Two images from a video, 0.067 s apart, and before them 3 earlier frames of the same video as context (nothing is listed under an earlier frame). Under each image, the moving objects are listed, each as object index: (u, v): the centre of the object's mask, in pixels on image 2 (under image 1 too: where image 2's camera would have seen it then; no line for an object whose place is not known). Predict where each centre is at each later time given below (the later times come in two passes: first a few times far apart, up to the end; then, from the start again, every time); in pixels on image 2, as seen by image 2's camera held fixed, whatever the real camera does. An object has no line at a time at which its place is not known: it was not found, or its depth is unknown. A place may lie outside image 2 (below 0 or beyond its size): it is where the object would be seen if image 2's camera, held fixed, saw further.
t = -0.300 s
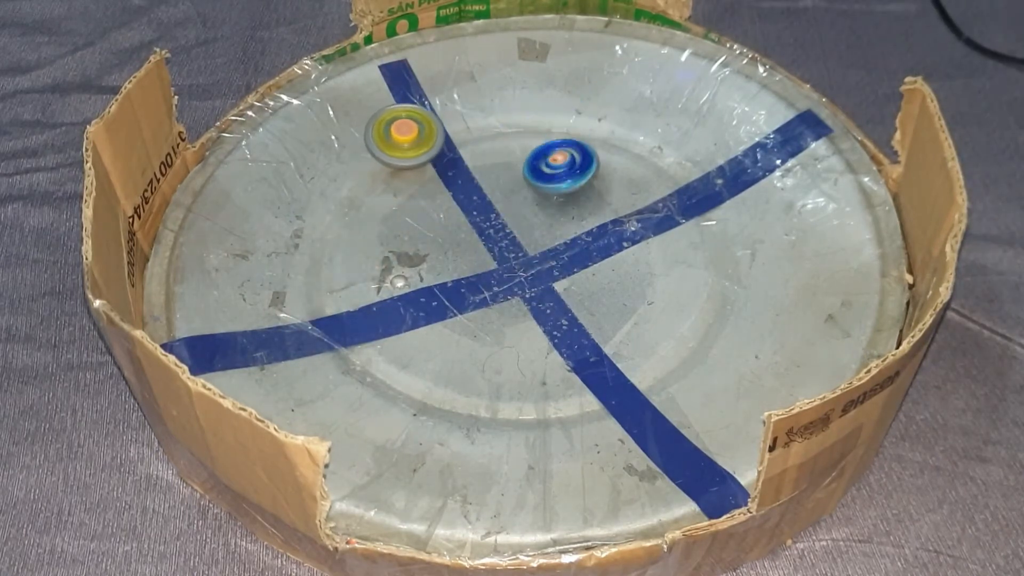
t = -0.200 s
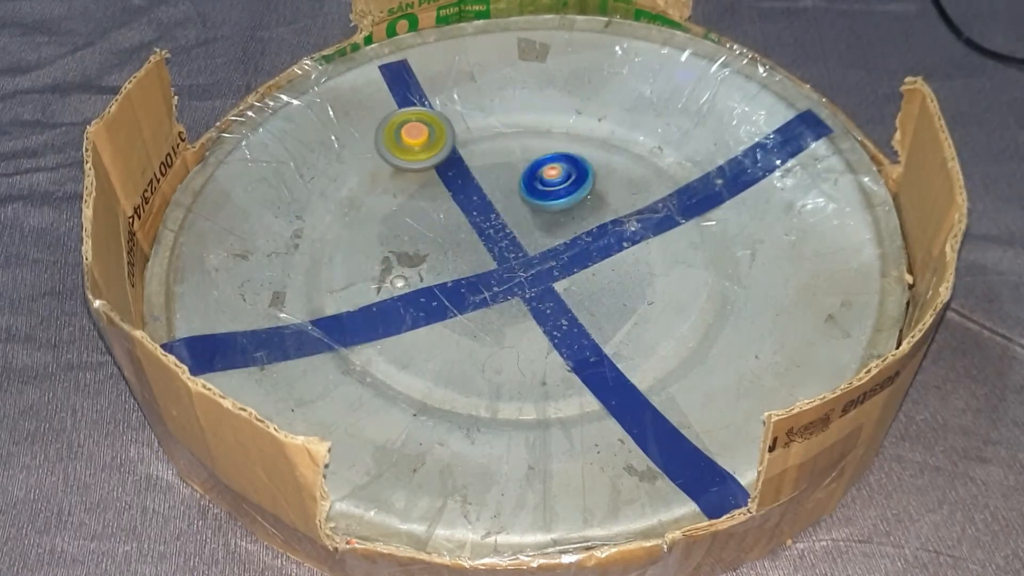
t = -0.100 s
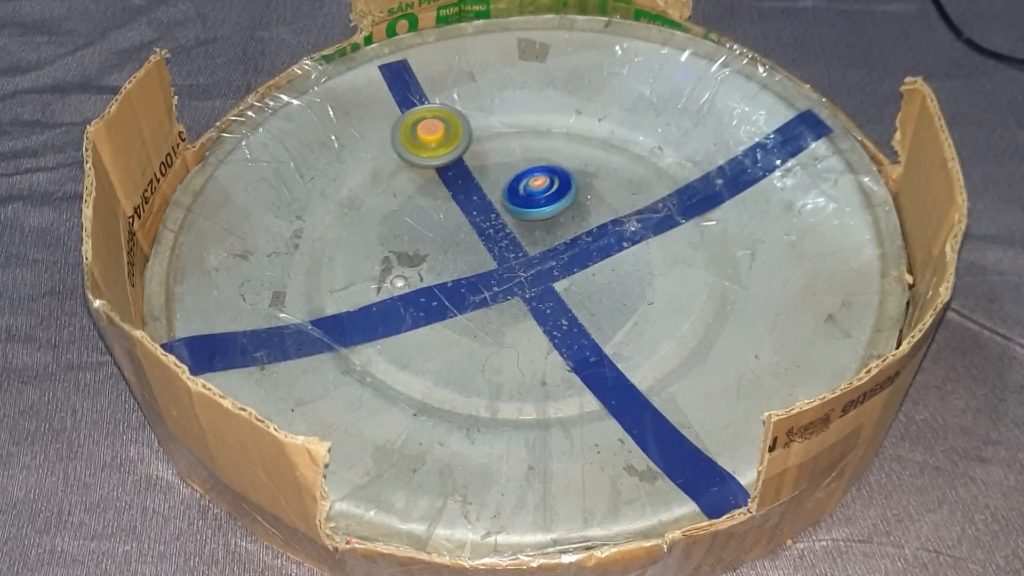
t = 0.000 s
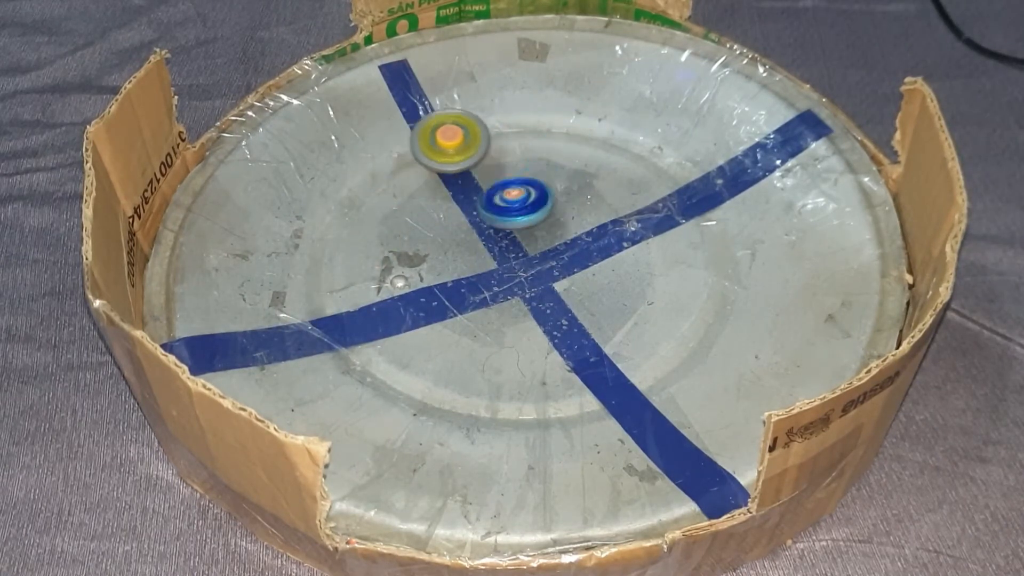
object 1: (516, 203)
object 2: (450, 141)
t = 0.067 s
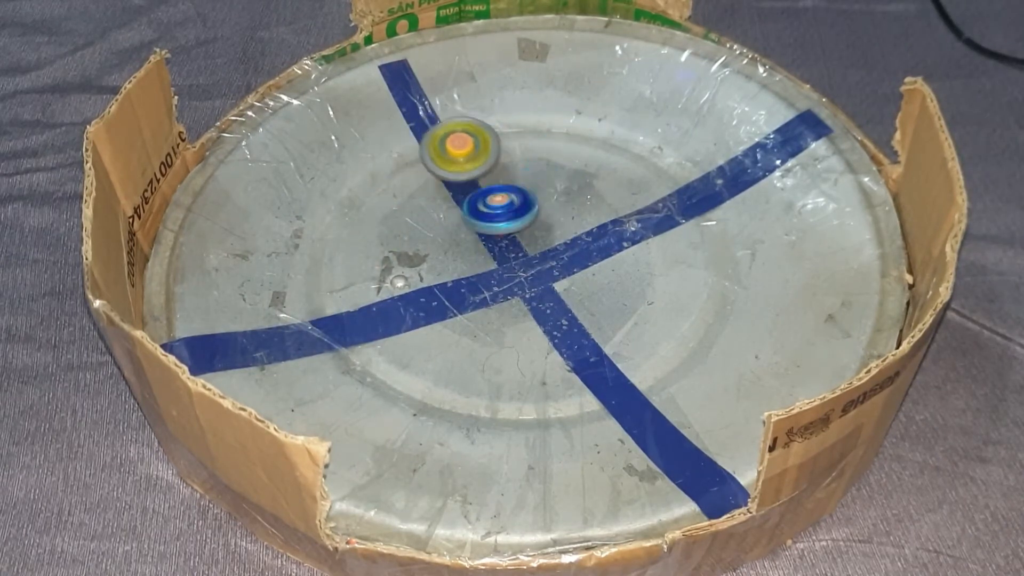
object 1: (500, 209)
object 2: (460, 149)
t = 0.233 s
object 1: (459, 218)
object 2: (496, 157)
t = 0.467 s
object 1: (411, 203)
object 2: (542, 157)
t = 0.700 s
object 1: (383, 171)
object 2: (573, 148)
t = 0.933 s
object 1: (383, 144)
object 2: (557, 149)
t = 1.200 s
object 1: (427, 142)
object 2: (551, 157)
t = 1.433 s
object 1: (465, 164)
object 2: (549, 157)
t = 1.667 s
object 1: (456, 189)
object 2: (550, 141)
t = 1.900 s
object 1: (431, 209)
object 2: (506, 141)
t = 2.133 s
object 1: (433, 205)
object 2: (474, 152)
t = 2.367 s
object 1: (422, 190)
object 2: (482, 137)
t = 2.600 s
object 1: (404, 180)
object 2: (492, 126)
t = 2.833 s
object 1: (407, 179)
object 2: (491, 132)
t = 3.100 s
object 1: (436, 187)
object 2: (522, 156)
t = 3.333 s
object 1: (445, 202)
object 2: (538, 161)
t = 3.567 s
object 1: (443, 209)
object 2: (529, 173)
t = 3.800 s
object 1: (446, 203)
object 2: (507, 180)
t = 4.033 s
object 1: (430, 180)
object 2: (534, 179)
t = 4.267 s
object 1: (410, 192)
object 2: (538, 169)
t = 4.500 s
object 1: (425, 201)
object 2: (523, 159)
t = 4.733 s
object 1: (446, 190)
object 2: (498, 153)
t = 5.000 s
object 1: (429, 180)
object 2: (493, 137)
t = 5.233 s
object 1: (440, 183)
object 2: (479, 139)
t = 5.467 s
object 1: (440, 183)
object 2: (491, 145)
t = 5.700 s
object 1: (442, 185)
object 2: (520, 149)
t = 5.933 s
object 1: (446, 190)
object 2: (541, 150)
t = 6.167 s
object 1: (445, 196)
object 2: (537, 152)
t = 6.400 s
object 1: (446, 193)
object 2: (520, 152)
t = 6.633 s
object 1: (445, 190)
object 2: (493, 154)
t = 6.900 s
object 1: (435, 182)
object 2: (491, 144)
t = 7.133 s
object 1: (434, 182)
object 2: (488, 146)
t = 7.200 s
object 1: (433, 182)
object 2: (488, 148)
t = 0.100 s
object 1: (490, 212)
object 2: (466, 153)
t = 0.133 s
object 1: (482, 214)
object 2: (474, 155)
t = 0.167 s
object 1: (474, 216)
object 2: (482, 156)
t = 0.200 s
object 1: (464, 217)
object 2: (490, 157)
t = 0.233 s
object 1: (459, 218)
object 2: (496, 157)
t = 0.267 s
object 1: (451, 218)
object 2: (503, 157)
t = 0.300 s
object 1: (444, 217)
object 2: (510, 158)
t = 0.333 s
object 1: (435, 216)
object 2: (516, 159)
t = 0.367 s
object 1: (429, 214)
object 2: (523, 159)
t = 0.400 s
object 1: (421, 211)
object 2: (529, 158)
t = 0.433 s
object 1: (415, 207)
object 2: (536, 157)
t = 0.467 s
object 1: (411, 203)
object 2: (542, 157)
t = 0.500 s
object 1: (405, 198)
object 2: (545, 154)
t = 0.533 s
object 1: (401, 194)
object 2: (548, 154)
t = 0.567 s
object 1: (396, 190)
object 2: (554, 155)
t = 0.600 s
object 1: (392, 184)
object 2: (560, 154)
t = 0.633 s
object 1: (388, 181)
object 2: (565, 152)
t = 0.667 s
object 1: (384, 175)
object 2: (569, 150)
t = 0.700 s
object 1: (383, 171)
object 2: (573, 148)
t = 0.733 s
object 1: (381, 165)
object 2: (573, 148)
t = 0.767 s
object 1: (380, 159)
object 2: (570, 148)
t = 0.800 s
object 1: (380, 155)
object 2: (566, 148)
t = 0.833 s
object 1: (380, 151)
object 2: (565, 148)
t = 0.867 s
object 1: (380, 147)
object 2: (563, 149)
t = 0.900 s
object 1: (381, 145)
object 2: (561, 149)
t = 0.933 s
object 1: (383, 144)
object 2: (557, 149)
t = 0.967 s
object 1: (387, 144)
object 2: (554, 150)
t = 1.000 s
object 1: (393, 144)
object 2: (551, 152)
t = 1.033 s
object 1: (399, 145)
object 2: (549, 154)
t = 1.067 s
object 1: (405, 144)
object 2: (550, 156)
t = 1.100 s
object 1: (409, 143)
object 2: (551, 157)
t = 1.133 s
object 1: (416, 143)
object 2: (551, 158)
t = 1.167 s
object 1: (422, 143)
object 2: (551, 158)
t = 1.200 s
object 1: (427, 142)
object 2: (551, 157)
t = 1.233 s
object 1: (435, 143)
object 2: (550, 157)
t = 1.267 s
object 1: (441, 147)
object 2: (549, 157)
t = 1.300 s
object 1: (446, 150)
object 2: (549, 157)
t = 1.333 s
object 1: (450, 153)
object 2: (549, 157)
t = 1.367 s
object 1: (456, 157)
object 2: (549, 157)
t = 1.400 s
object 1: (461, 161)
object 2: (549, 157)
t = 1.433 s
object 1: (465, 164)
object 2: (549, 157)
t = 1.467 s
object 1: (469, 168)
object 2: (551, 156)
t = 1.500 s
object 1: (466, 172)
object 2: (561, 154)
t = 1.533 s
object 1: (466, 173)
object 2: (564, 151)
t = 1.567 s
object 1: (465, 178)
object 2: (563, 148)
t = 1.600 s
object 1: (460, 184)
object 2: (560, 145)
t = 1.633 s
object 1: (457, 187)
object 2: (555, 143)
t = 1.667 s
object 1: (456, 189)
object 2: (550, 141)
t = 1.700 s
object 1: (451, 194)
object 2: (544, 139)
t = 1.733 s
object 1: (448, 196)
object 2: (539, 138)
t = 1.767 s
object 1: (445, 199)
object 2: (532, 138)
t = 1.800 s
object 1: (440, 203)
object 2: (526, 138)
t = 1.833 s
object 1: (436, 205)
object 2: (519, 138)
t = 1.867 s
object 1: (434, 207)
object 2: (512, 139)
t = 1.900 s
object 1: (431, 209)
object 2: (506, 141)
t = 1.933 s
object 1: (430, 210)
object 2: (501, 143)
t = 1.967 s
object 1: (430, 211)
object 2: (496, 144)
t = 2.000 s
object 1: (430, 211)
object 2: (492, 146)
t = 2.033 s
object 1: (430, 211)
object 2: (488, 147)
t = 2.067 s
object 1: (430, 210)
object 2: (483, 149)
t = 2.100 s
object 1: (432, 207)
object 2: (478, 151)
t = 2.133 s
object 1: (433, 205)
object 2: (474, 152)
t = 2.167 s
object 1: (430, 206)
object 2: (480, 149)
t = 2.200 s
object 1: (427, 203)
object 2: (486, 146)
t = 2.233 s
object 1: (426, 202)
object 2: (487, 144)
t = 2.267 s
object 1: (425, 200)
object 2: (487, 142)
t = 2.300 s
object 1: (423, 197)
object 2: (485, 140)
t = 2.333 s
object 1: (423, 193)
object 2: (484, 139)
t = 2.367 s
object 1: (422, 190)
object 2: (482, 137)
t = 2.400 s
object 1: (421, 187)
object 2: (481, 137)
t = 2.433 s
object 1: (420, 184)
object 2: (480, 137)
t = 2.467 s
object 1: (419, 181)
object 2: (477, 137)
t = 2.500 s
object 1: (412, 182)
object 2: (485, 132)
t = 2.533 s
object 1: (405, 182)
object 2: (492, 128)
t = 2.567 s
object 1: (404, 181)
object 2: (493, 126)
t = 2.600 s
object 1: (404, 180)
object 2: (492, 126)
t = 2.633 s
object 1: (404, 181)
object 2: (491, 125)
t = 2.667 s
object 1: (402, 182)
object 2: (491, 124)
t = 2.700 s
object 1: (401, 181)
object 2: (492, 124)
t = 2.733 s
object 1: (402, 179)
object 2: (492, 124)
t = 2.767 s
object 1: (403, 178)
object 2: (492, 125)
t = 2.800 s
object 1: (405, 180)
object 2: (491, 128)
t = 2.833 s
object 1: (407, 179)
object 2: (491, 132)
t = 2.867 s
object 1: (411, 179)
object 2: (493, 135)
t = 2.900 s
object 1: (417, 179)
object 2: (495, 138)
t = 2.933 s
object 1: (422, 180)
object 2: (498, 141)
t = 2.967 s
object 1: (424, 181)
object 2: (502, 145)
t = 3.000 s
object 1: (426, 181)
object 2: (507, 148)
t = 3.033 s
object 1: (430, 183)
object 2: (512, 150)
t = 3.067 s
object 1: (433, 184)
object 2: (517, 153)
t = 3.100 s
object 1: (436, 187)
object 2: (522, 156)
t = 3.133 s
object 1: (439, 190)
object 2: (527, 158)
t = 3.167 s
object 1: (441, 193)
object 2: (533, 161)
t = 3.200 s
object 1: (442, 196)
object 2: (538, 163)
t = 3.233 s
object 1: (442, 198)
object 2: (541, 164)
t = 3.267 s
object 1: (443, 198)
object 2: (541, 164)
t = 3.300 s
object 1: (443, 200)
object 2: (539, 161)
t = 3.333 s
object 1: (445, 202)
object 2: (538, 161)
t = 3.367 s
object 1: (444, 204)
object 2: (539, 164)
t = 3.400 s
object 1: (443, 207)
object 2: (540, 165)
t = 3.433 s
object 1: (442, 207)
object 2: (539, 166)
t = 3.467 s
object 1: (441, 208)
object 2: (538, 167)
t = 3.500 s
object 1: (442, 209)
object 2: (536, 169)
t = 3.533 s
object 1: (442, 209)
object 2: (533, 171)
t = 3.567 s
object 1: (443, 209)
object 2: (529, 173)
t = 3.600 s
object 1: (445, 208)
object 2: (525, 174)
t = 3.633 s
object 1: (446, 207)
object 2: (521, 175)
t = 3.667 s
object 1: (444, 207)
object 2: (520, 175)
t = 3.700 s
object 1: (441, 205)
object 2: (519, 176)
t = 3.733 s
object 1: (441, 203)
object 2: (516, 176)
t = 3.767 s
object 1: (443, 202)
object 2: (511, 178)
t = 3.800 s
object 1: (446, 203)
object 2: (507, 180)
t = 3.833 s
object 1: (449, 202)
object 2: (509, 181)
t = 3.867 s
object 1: (449, 198)
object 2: (516, 183)
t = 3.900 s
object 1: (449, 192)
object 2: (520, 184)
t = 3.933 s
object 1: (446, 188)
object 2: (524, 183)
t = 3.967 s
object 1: (443, 183)
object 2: (527, 182)
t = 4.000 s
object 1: (437, 181)
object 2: (531, 180)
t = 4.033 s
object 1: (430, 180)
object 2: (534, 179)
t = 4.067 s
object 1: (424, 179)
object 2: (536, 178)
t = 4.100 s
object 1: (418, 180)
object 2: (537, 177)
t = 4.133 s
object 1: (415, 182)
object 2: (538, 175)
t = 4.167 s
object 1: (413, 184)
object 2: (538, 174)
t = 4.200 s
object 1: (411, 187)
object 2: (538, 172)
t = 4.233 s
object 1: (410, 189)
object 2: (538, 170)
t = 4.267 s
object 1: (410, 192)
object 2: (538, 169)
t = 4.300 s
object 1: (411, 195)
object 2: (537, 167)
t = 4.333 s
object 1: (413, 198)
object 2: (537, 165)
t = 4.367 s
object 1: (415, 199)
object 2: (536, 163)
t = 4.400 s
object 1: (417, 200)
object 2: (534, 162)
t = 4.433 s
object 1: (420, 201)
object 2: (531, 161)
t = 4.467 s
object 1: (422, 201)
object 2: (527, 160)
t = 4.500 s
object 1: (425, 201)
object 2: (523, 159)
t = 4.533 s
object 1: (428, 202)
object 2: (519, 157)
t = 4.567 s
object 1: (431, 201)
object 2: (514, 156)
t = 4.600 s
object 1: (435, 201)
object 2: (510, 156)
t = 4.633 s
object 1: (440, 200)
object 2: (505, 155)
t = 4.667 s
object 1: (443, 198)
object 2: (500, 155)
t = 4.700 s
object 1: (445, 194)
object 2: (498, 155)
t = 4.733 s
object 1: (446, 190)
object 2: (498, 153)
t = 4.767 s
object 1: (445, 187)
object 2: (497, 150)
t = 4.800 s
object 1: (442, 185)
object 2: (497, 147)
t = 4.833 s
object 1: (440, 183)
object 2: (497, 145)
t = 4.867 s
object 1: (437, 181)
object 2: (497, 143)
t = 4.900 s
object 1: (434, 181)
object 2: (496, 141)
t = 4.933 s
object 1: (432, 181)
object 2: (494, 139)
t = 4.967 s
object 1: (430, 180)
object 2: (493, 138)
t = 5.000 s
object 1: (429, 180)
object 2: (493, 137)
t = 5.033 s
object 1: (429, 180)
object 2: (491, 136)
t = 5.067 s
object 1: (430, 180)
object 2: (488, 135)
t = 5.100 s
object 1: (432, 181)
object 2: (486, 136)
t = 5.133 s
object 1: (434, 181)
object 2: (484, 136)
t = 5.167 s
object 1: (436, 181)
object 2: (482, 136)
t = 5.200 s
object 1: (439, 182)
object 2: (480, 138)
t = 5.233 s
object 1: (440, 183)
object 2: (479, 139)
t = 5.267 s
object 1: (442, 183)
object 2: (478, 140)
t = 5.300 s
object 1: (443, 185)
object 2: (478, 142)
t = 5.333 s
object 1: (442, 185)
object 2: (477, 143)
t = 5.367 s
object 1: (441, 184)
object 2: (480, 144)
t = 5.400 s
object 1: (441, 184)
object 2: (483, 144)
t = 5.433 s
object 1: (440, 183)
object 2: (487, 144)
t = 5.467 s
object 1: (440, 183)
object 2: (491, 145)
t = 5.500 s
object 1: (439, 183)
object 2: (496, 146)
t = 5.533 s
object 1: (439, 183)
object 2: (500, 147)
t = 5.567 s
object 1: (440, 183)
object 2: (504, 147)
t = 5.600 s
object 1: (440, 183)
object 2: (508, 148)
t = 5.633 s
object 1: (441, 184)
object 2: (512, 148)
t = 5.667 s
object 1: (441, 184)
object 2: (516, 149)
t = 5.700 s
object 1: (442, 185)
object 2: (520, 149)
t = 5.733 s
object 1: (442, 185)
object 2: (524, 150)
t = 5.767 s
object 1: (442, 185)
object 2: (528, 151)
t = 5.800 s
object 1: (443, 186)
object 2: (532, 151)
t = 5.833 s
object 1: (444, 187)
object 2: (536, 151)
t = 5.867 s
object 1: (445, 188)
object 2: (539, 151)
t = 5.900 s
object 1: (446, 189)
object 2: (541, 151)
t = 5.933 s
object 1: (446, 190)
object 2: (541, 150)
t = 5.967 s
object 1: (446, 191)
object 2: (540, 150)
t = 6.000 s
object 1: (446, 192)
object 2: (540, 150)
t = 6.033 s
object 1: (446, 193)
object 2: (541, 151)
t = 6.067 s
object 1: (446, 194)
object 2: (540, 151)
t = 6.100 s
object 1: (445, 195)
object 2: (540, 152)
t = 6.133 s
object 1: (445, 196)
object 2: (539, 152)
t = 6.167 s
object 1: (445, 196)
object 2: (537, 152)
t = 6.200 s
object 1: (445, 196)
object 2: (536, 153)
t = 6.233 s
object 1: (445, 196)
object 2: (533, 153)
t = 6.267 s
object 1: (445, 195)
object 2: (531, 154)
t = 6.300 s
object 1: (446, 195)
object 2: (529, 153)
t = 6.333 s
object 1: (446, 194)
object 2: (527, 152)
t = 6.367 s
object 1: (446, 193)
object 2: (524, 152)
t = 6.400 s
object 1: (446, 193)
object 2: (520, 152)
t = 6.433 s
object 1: (446, 192)
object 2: (515, 152)
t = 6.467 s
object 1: (446, 192)
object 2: (511, 152)
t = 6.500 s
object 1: (446, 192)
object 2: (506, 153)
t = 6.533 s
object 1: (446, 193)
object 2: (502, 153)
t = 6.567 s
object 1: (446, 193)
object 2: (497, 154)
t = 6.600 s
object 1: (445, 192)
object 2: (495, 154)
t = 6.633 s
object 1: (445, 190)
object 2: (493, 154)
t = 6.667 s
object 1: (444, 189)
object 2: (491, 153)
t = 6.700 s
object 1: (443, 187)
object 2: (491, 151)
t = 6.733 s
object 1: (442, 185)
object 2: (492, 149)
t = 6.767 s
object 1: (440, 184)
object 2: (491, 147)
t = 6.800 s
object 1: (438, 184)
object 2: (491, 146)
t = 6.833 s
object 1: (437, 183)
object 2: (491, 145)
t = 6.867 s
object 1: (436, 182)
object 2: (491, 144)
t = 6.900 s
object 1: (435, 182)
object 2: (491, 144)
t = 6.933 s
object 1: (433, 182)
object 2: (491, 143)
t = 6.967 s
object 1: (432, 181)
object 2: (490, 143)
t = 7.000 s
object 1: (432, 181)
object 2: (489, 143)
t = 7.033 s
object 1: (433, 182)
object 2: (488, 144)
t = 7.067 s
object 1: (434, 182)
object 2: (488, 144)
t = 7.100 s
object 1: (435, 182)
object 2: (488, 145)
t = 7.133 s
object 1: (434, 182)
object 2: (488, 146)
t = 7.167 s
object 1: (434, 182)
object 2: (488, 147)
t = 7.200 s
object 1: (433, 182)
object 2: (488, 148)
